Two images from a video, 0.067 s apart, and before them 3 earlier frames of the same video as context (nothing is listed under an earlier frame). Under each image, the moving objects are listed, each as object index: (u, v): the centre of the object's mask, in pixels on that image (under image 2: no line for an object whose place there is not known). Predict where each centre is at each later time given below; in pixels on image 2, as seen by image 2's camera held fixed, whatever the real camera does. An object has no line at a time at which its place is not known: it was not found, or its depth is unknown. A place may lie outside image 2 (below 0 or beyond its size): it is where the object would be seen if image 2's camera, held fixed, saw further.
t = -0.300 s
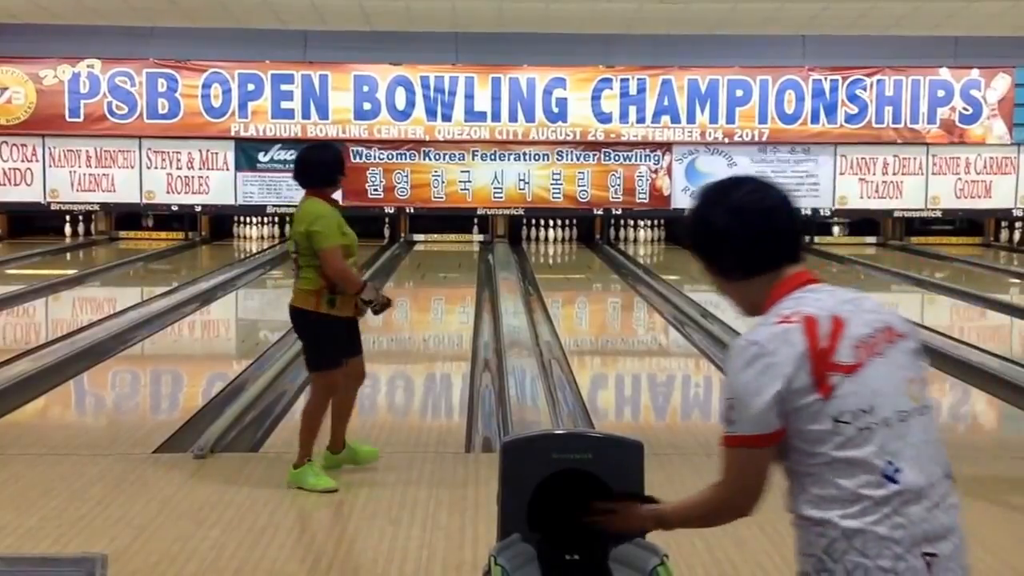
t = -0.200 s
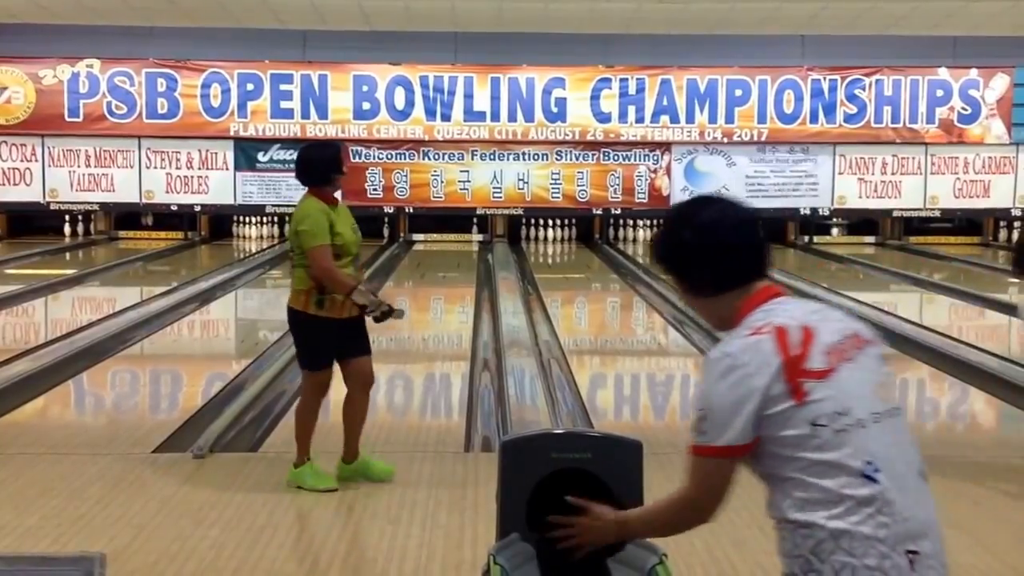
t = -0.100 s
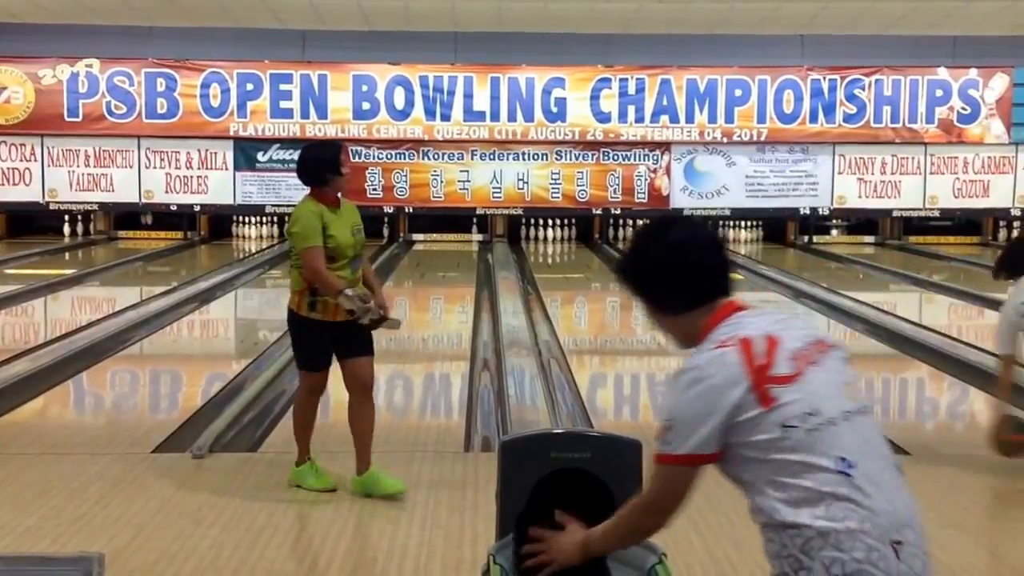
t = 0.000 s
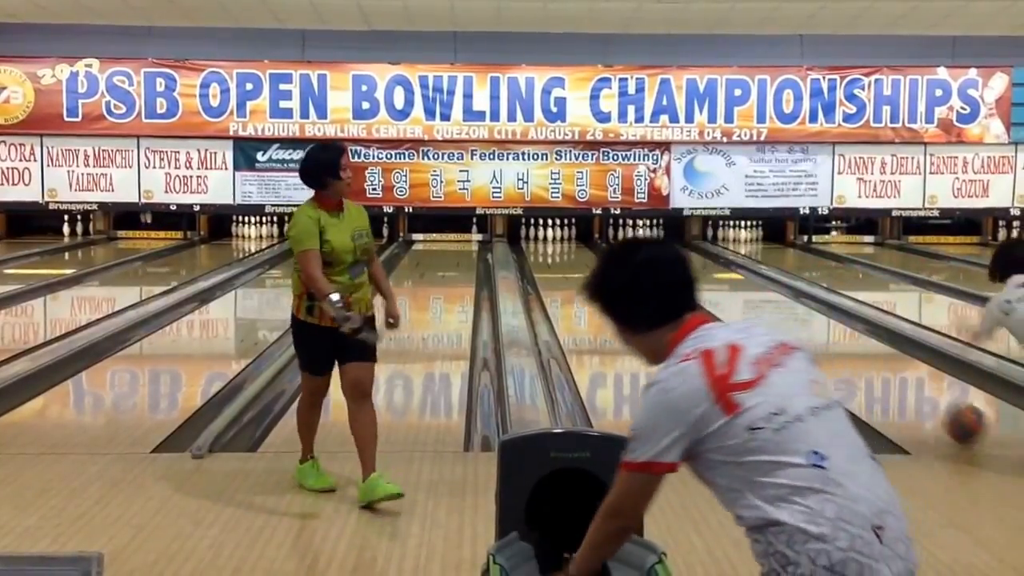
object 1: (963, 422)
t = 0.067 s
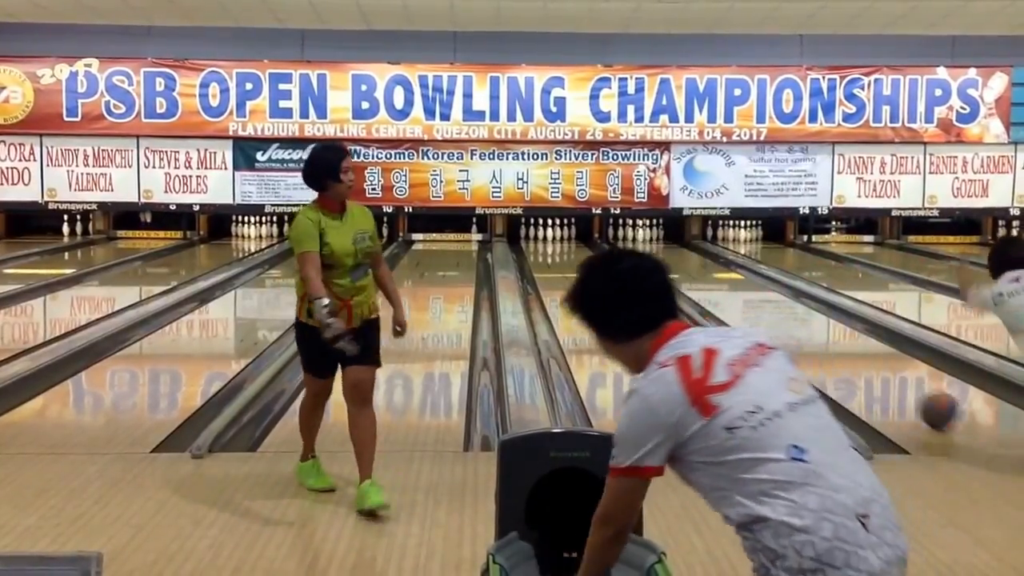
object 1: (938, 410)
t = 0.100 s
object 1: (926, 403)
